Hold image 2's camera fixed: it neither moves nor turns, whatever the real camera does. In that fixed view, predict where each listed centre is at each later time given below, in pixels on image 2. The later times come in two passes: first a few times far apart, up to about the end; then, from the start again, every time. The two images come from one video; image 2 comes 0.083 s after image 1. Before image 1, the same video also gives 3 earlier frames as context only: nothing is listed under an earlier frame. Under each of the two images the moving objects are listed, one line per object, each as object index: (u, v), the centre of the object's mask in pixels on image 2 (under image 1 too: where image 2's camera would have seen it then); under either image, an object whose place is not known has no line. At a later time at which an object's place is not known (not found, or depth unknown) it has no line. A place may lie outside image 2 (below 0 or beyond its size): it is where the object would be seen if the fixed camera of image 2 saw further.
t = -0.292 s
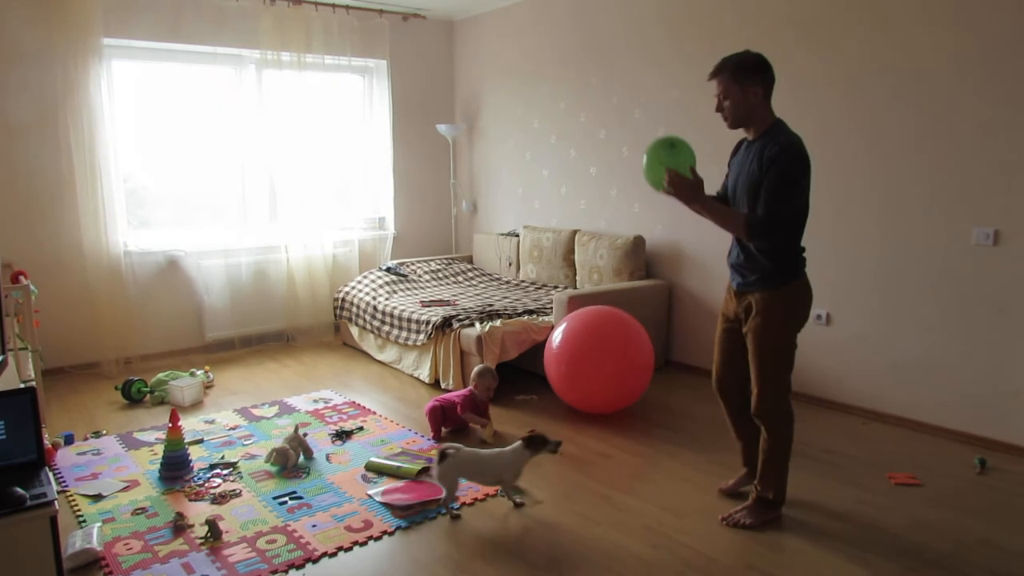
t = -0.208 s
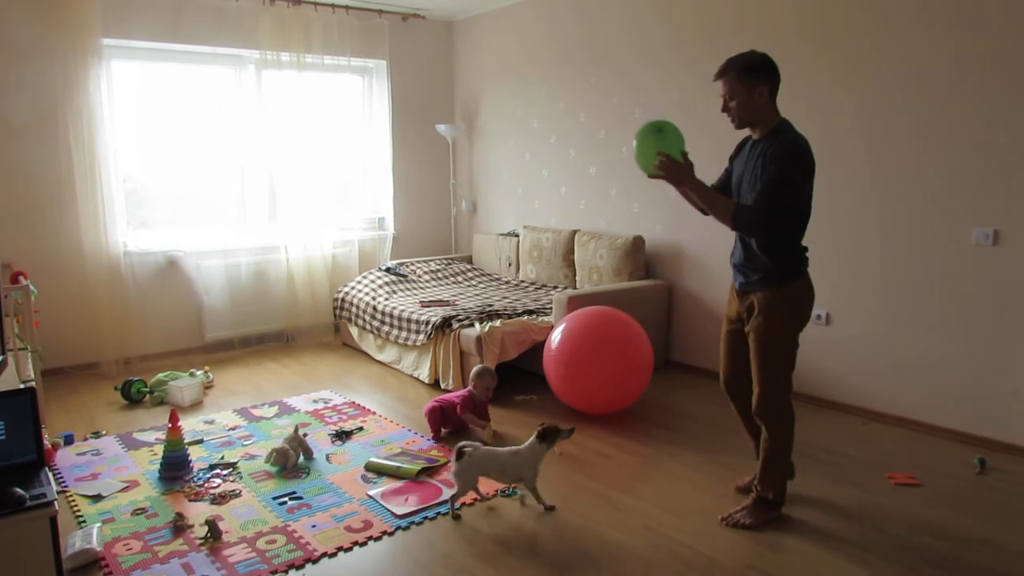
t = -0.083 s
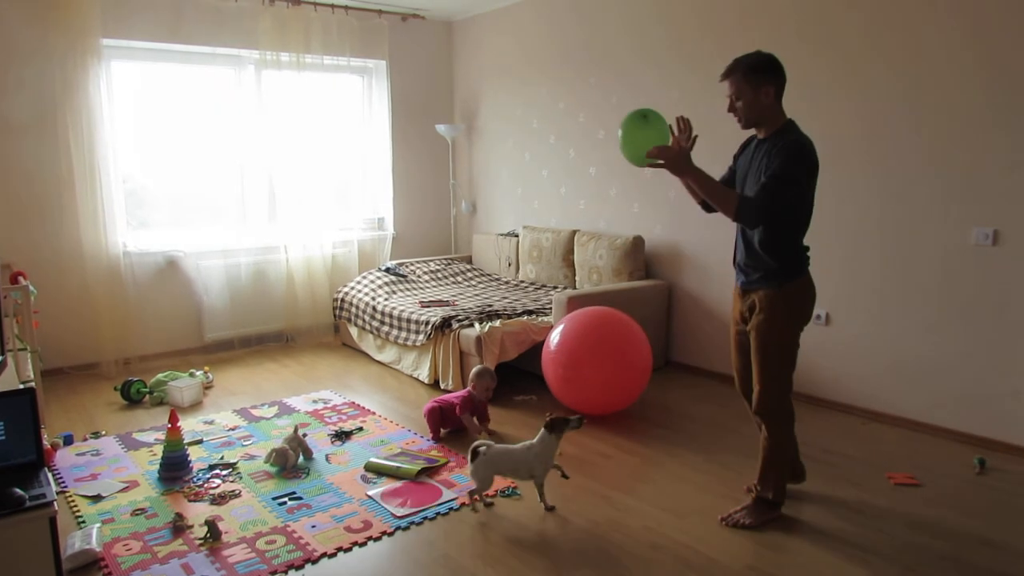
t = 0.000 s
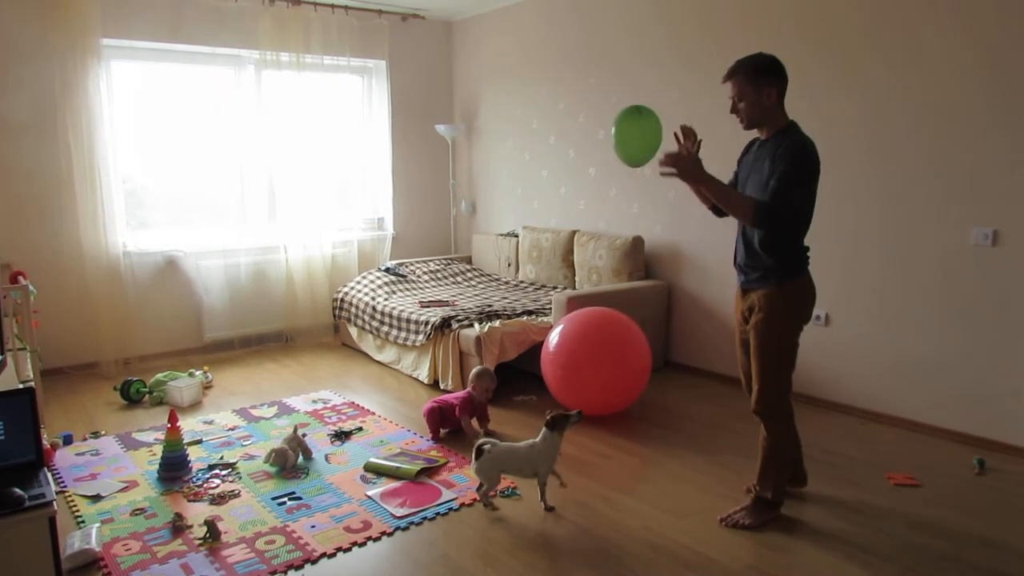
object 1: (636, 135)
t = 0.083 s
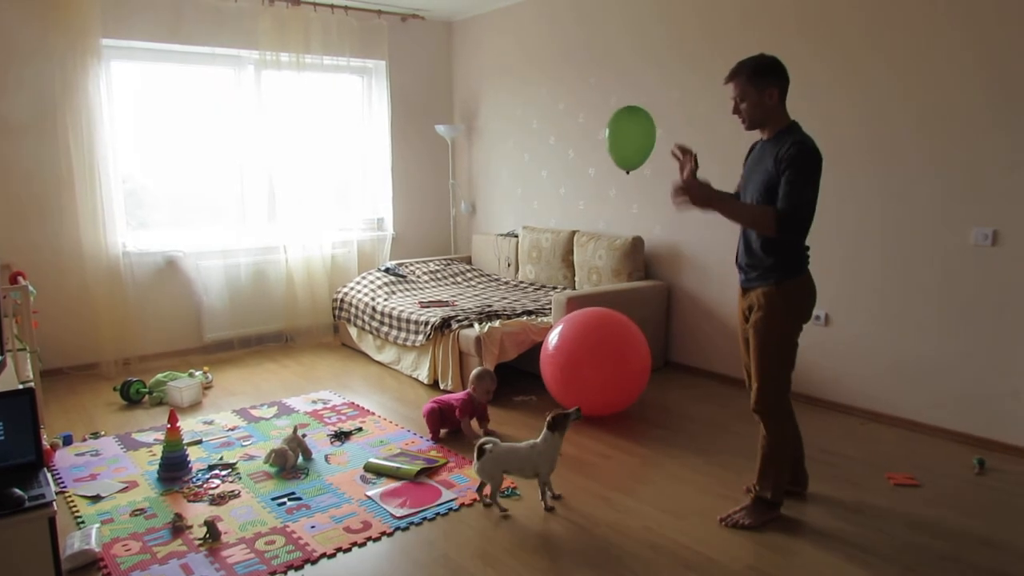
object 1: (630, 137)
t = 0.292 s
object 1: (619, 156)
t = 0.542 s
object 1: (614, 199)
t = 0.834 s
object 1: (622, 272)
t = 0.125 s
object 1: (628, 139)
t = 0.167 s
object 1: (625, 142)
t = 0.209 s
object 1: (623, 146)
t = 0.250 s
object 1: (621, 151)
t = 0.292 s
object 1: (619, 156)
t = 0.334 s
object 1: (618, 162)
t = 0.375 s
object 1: (616, 168)
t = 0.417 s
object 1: (616, 175)
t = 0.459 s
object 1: (615, 183)
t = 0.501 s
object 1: (615, 191)
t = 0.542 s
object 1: (614, 199)
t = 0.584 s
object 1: (614, 208)
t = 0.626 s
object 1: (615, 218)
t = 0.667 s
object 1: (616, 228)
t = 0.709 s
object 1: (617, 238)
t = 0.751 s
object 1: (618, 249)
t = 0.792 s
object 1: (620, 260)
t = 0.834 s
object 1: (622, 272)
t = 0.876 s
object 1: (624, 284)
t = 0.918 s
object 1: (626, 297)
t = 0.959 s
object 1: (629, 309)
